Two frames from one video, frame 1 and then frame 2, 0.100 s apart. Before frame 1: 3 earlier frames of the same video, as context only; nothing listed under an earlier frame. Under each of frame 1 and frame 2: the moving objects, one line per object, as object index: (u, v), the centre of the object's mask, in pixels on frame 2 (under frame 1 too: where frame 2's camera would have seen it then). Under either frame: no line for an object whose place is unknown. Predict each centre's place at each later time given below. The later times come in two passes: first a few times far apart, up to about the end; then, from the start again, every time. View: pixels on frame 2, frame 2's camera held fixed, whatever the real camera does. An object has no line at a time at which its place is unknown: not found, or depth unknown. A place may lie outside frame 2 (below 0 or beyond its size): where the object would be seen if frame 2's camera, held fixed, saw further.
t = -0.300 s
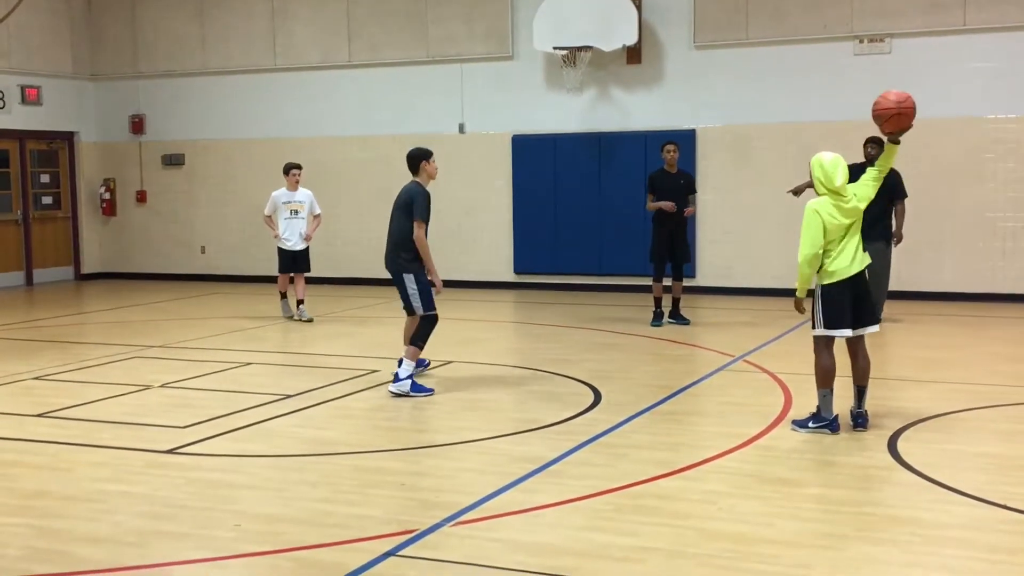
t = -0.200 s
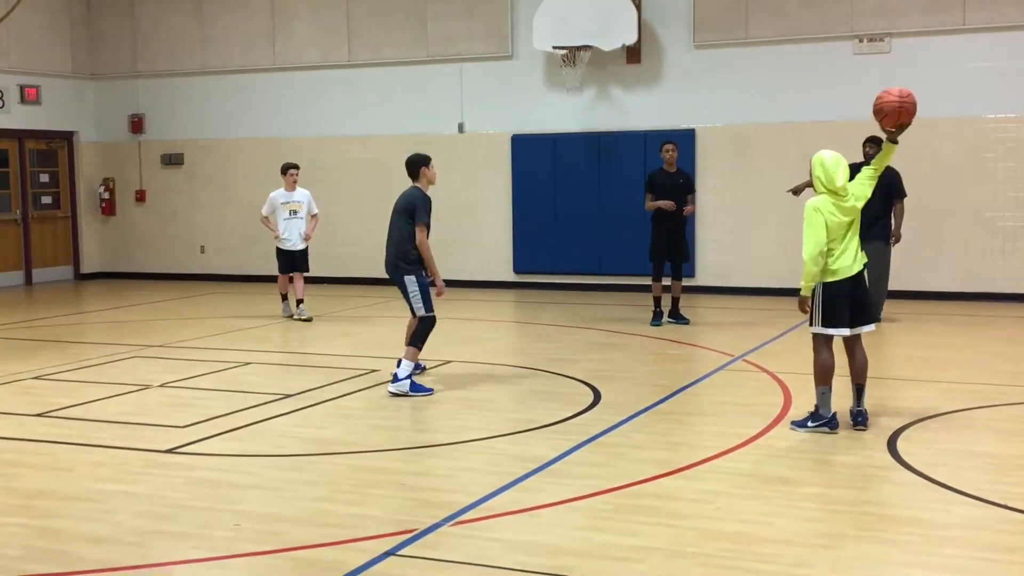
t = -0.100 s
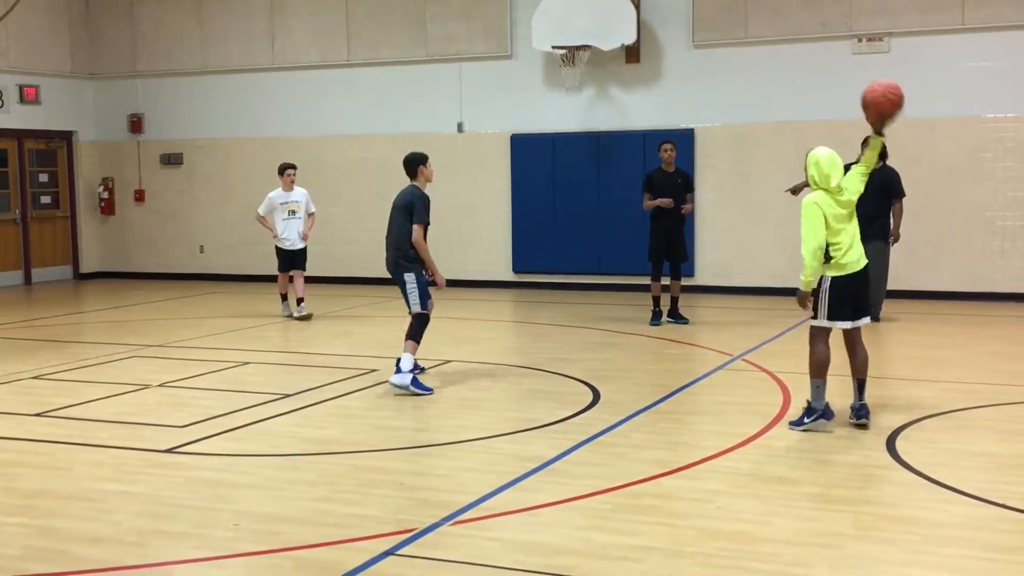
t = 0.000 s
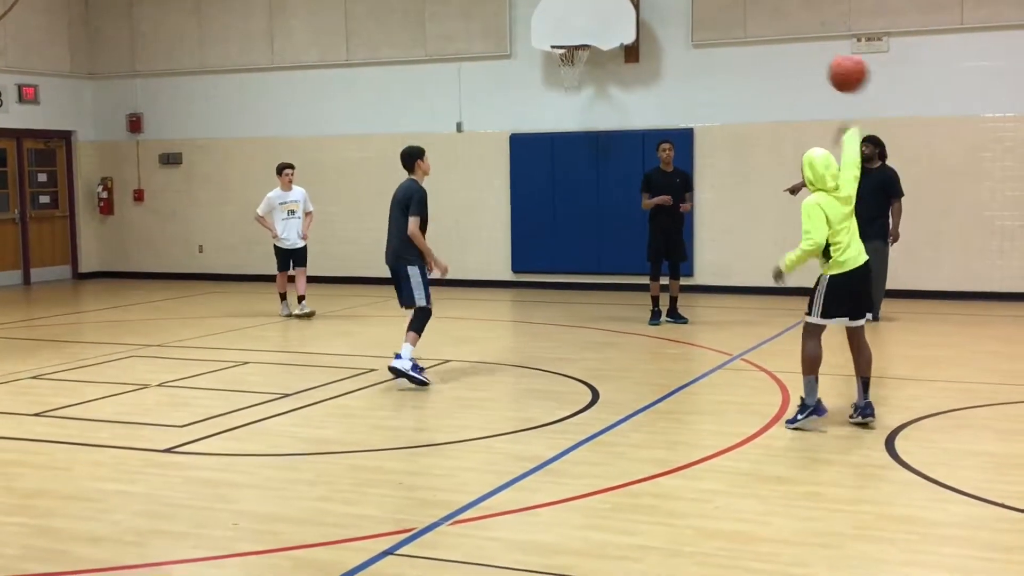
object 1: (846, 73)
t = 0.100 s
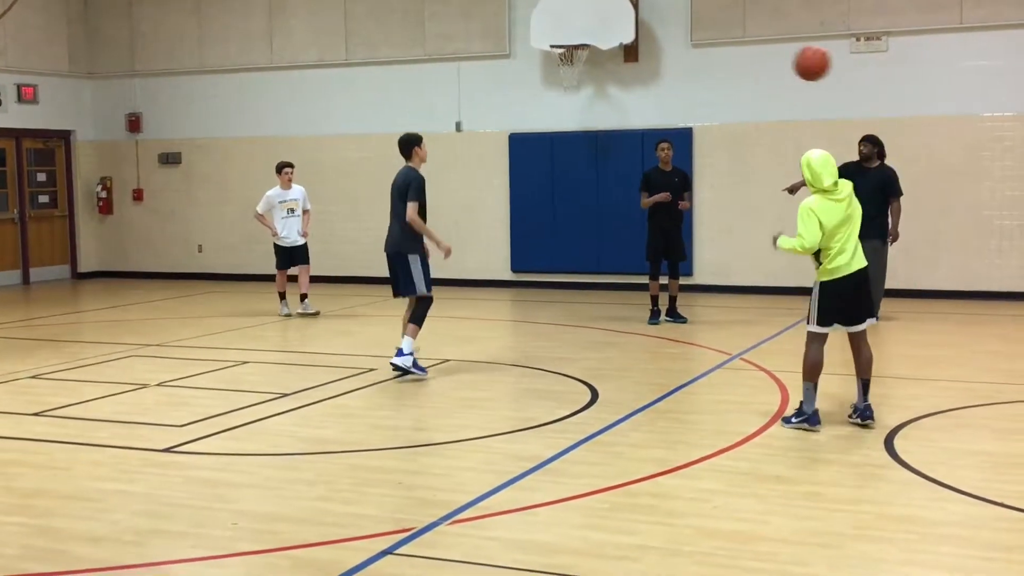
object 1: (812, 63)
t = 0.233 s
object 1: (772, 72)
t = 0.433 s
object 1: (724, 121)
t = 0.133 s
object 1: (801, 64)
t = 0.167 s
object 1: (791, 65)
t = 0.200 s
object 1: (781, 68)
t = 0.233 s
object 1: (772, 72)
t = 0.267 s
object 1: (763, 78)
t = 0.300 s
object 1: (755, 85)
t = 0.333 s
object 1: (747, 92)
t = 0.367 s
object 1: (739, 101)
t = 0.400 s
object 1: (731, 110)
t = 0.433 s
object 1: (724, 121)
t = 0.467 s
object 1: (718, 132)
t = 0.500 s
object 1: (711, 143)
